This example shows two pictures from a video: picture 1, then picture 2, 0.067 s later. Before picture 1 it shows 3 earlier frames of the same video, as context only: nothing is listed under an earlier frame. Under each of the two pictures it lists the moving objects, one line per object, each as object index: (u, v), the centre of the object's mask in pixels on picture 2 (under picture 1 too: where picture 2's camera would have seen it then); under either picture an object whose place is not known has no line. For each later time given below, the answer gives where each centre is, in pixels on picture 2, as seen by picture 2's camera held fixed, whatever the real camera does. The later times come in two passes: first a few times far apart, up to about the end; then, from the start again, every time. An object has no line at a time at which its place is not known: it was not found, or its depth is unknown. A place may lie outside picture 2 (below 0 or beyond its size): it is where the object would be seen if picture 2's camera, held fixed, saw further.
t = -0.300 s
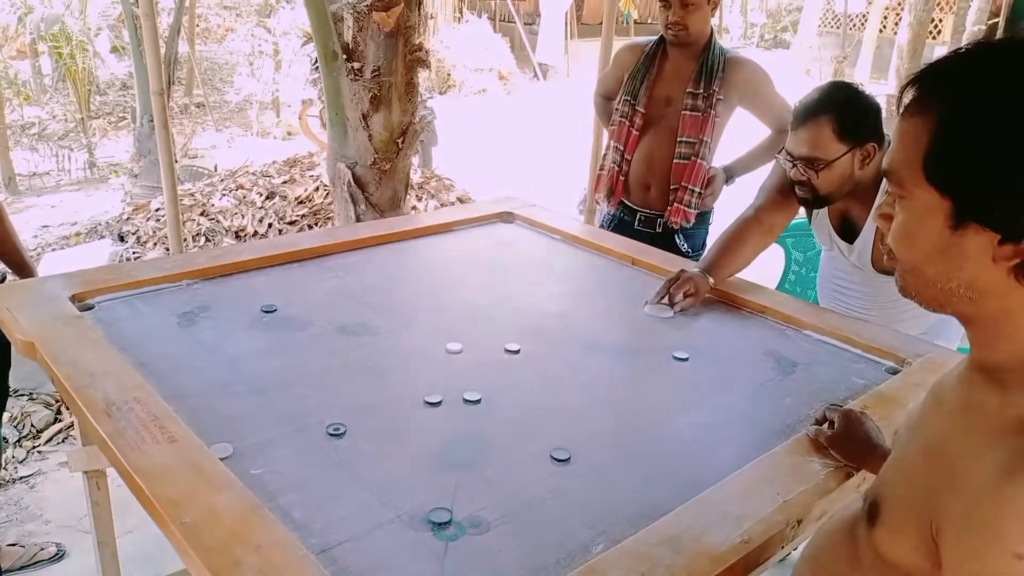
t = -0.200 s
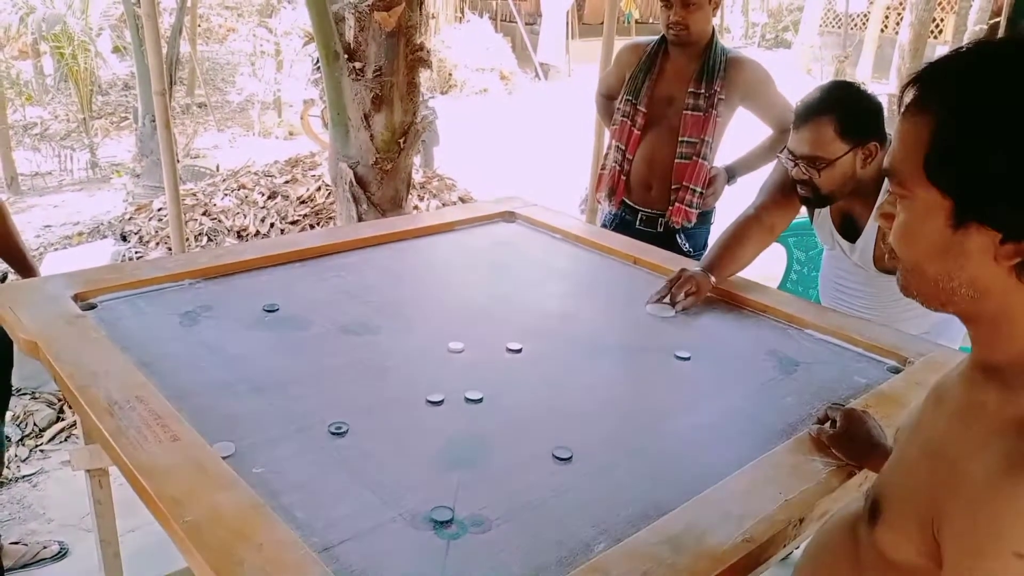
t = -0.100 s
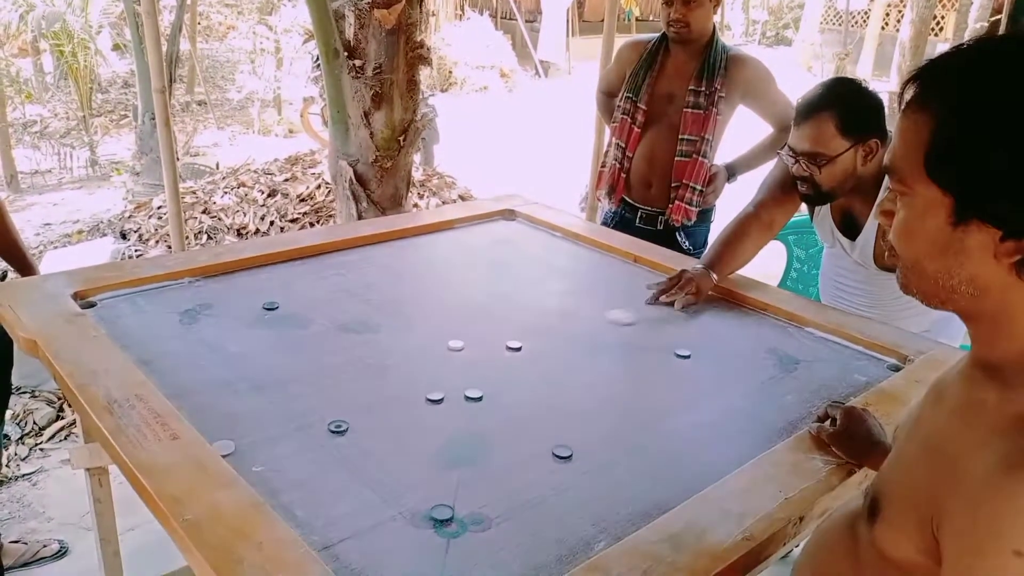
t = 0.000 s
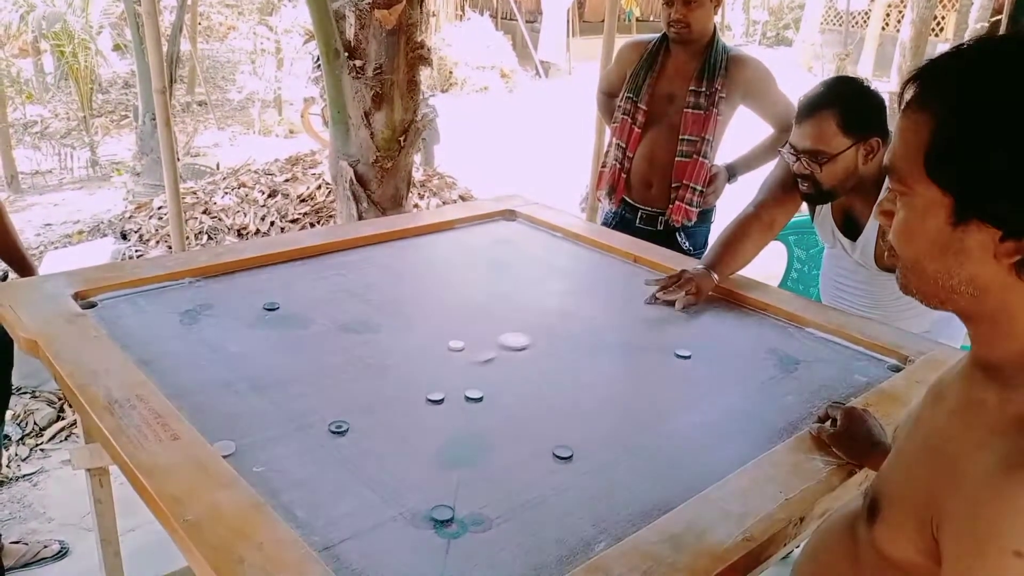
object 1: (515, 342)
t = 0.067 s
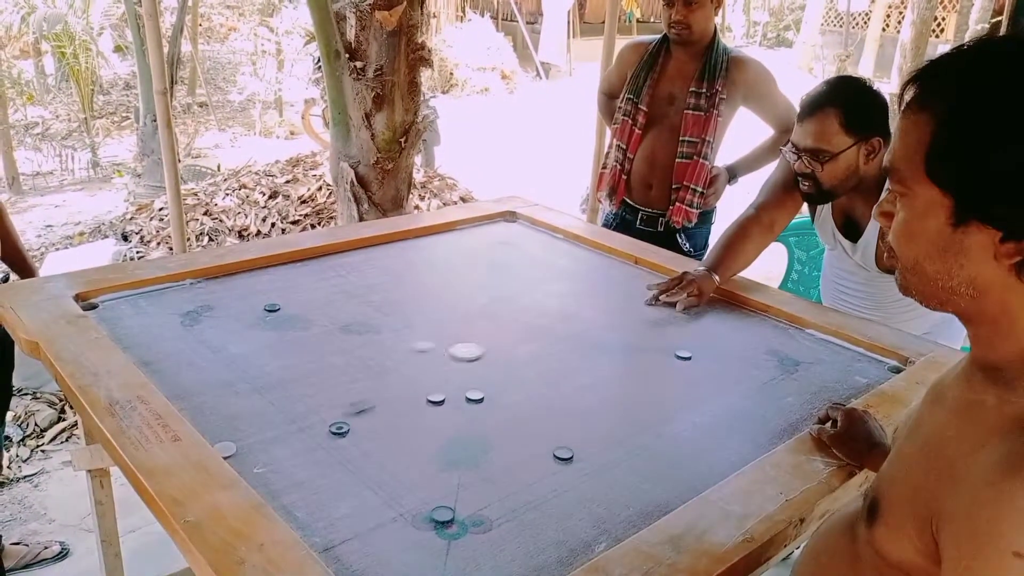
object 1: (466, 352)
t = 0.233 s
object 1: (375, 377)
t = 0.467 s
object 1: (256, 410)
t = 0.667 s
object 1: (229, 419)
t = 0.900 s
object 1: (262, 412)
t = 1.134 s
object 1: (264, 412)
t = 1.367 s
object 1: (264, 412)
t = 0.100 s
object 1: (448, 357)
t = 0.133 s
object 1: (430, 362)
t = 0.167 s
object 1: (410, 367)
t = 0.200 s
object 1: (393, 371)
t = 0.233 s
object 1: (375, 377)
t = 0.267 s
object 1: (358, 382)
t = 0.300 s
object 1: (340, 386)
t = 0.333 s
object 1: (322, 392)
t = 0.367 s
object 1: (304, 396)
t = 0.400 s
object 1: (288, 401)
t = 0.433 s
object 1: (272, 405)
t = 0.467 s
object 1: (256, 410)
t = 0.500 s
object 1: (241, 414)
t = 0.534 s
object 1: (227, 418)
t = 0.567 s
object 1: (214, 422)
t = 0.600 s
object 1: (212, 423)
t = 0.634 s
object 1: (220, 421)
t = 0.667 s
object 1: (229, 419)
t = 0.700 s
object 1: (237, 417)
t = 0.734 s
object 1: (243, 416)
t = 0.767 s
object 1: (248, 415)
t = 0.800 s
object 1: (253, 414)
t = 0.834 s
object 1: (257, 413)
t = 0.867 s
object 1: (260, 412)
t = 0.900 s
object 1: (262, 412)
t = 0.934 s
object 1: (263, 412)
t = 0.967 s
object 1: (264, 412)
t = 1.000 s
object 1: (264, 412)
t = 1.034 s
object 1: (264, 412)
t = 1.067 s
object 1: (264, 412)
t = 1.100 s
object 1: (264, 412)
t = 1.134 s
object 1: (264, 412)
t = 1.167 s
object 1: (264, 412)
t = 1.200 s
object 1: (264, 412)
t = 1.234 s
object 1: (264, 412)
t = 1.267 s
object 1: (264, 412)
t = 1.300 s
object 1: (264, 412)
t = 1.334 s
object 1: (264, 412)
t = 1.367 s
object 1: (264, 412)
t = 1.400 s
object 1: (264, 412)
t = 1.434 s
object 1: (264, 412)
